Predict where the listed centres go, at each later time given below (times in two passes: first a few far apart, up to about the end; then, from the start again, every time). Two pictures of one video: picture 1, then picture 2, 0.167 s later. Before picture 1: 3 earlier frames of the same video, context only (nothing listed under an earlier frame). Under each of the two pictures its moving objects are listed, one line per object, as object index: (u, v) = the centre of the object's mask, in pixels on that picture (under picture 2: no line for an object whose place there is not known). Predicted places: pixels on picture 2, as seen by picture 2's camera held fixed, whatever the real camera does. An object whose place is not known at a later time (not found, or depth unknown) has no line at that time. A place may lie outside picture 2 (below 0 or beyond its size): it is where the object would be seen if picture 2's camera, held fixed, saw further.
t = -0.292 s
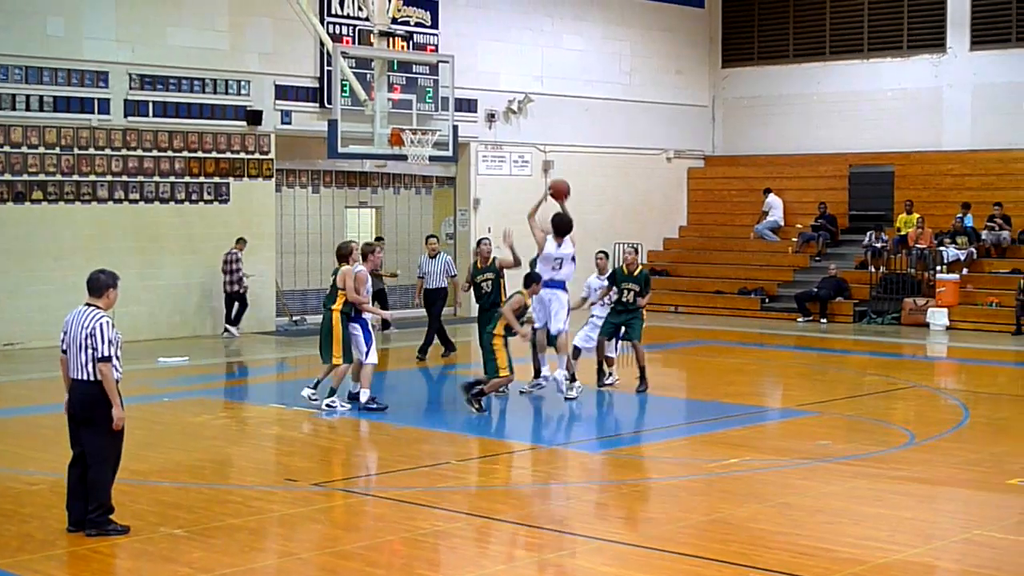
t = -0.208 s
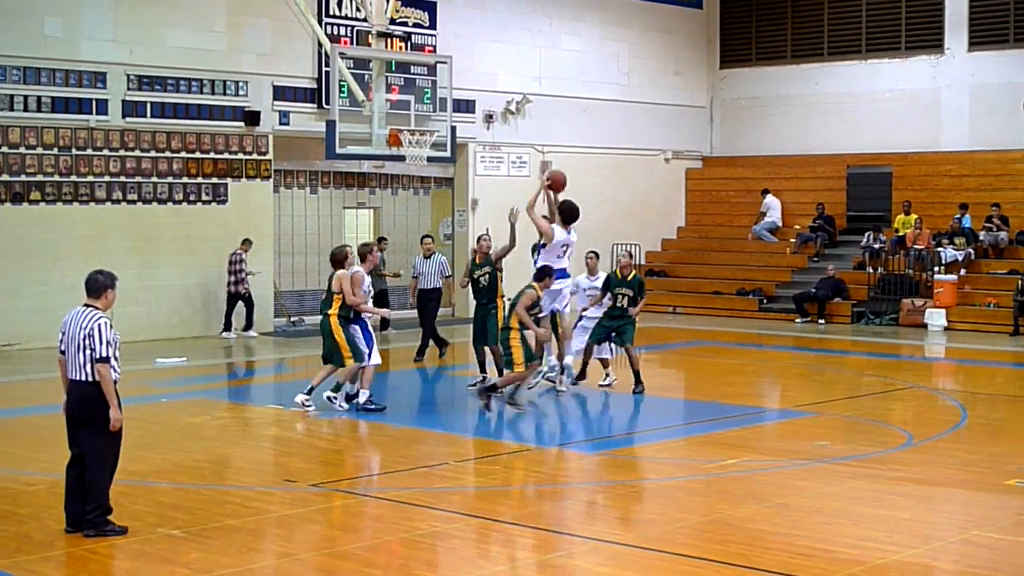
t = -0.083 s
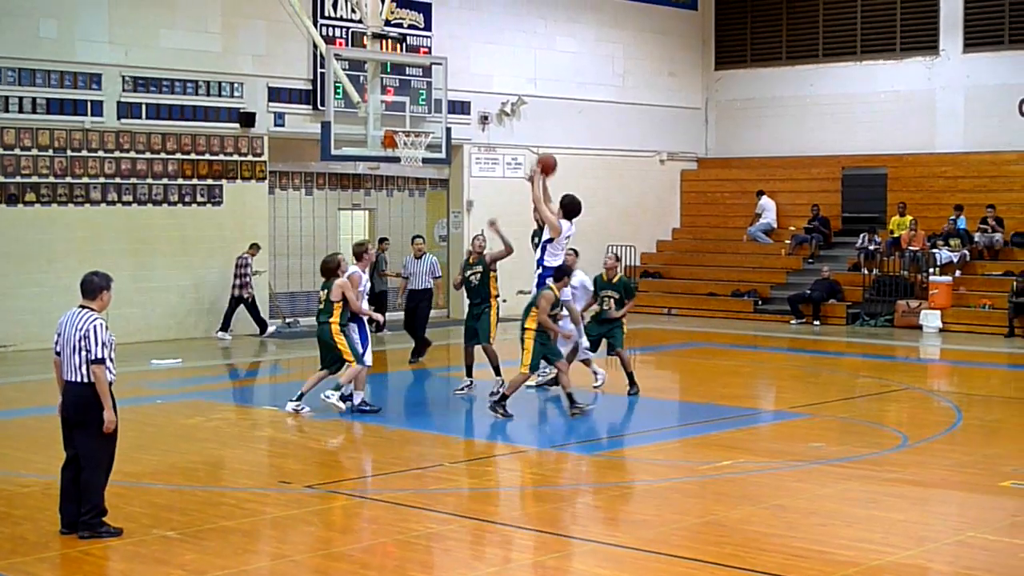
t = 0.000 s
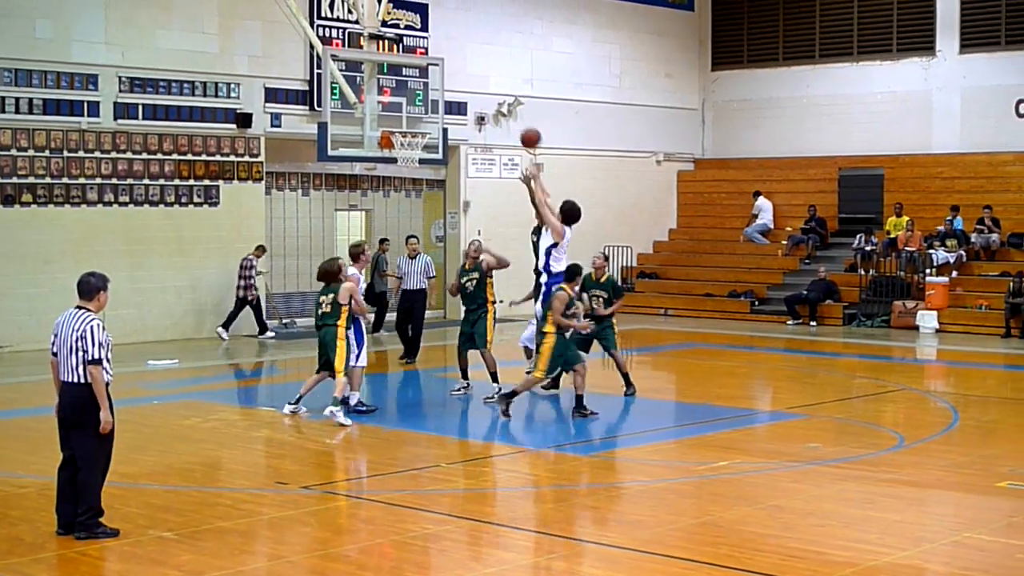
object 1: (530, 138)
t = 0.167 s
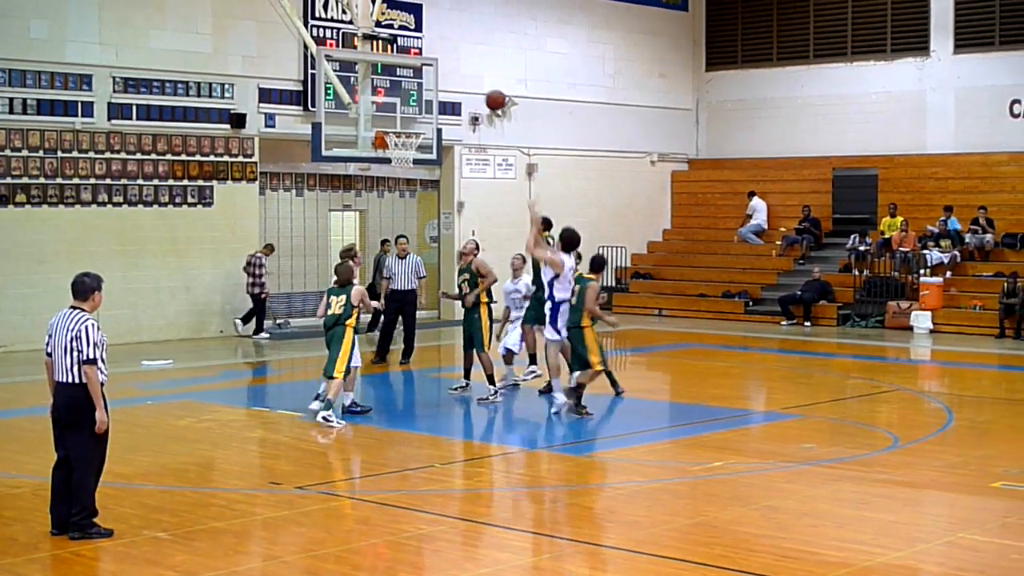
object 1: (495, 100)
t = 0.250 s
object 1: (481, 90)
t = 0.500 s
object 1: (440, 99)
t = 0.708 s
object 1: (413, 115)
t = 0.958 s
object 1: (392, 121)
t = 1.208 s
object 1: (388, 114)
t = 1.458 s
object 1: (400, 125)
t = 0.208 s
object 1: (488, 95)
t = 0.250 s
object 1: (481, 90)
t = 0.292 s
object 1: (474, 88)
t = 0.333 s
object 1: (467, 87)
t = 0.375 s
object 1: (460, 88)
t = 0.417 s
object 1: (454, 90)
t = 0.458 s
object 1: (447, 94)
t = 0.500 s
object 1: (440, 99)
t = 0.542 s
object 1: (434, 106)
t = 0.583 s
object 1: (428, 114)
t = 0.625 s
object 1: (421, 123)
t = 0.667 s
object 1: (417, 119)
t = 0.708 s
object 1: (413, 115)
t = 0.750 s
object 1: (410, 113)
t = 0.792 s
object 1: (406, 112)
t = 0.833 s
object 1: (402, 113)
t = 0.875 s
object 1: (399, 115)
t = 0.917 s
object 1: (395, 117)
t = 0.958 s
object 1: (392, 121)
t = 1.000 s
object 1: (389, 118)
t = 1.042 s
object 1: (386, 114)
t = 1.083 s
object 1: (386, 112)
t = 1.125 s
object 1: (387, 112)
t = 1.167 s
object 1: (387, 112)
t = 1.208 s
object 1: (388, 114)
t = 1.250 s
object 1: (389, 119)
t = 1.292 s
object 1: (389, 122)
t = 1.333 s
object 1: (392, 122)
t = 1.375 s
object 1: (395, 122)
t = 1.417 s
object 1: (398, 123)
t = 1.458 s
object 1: (400, 125)
